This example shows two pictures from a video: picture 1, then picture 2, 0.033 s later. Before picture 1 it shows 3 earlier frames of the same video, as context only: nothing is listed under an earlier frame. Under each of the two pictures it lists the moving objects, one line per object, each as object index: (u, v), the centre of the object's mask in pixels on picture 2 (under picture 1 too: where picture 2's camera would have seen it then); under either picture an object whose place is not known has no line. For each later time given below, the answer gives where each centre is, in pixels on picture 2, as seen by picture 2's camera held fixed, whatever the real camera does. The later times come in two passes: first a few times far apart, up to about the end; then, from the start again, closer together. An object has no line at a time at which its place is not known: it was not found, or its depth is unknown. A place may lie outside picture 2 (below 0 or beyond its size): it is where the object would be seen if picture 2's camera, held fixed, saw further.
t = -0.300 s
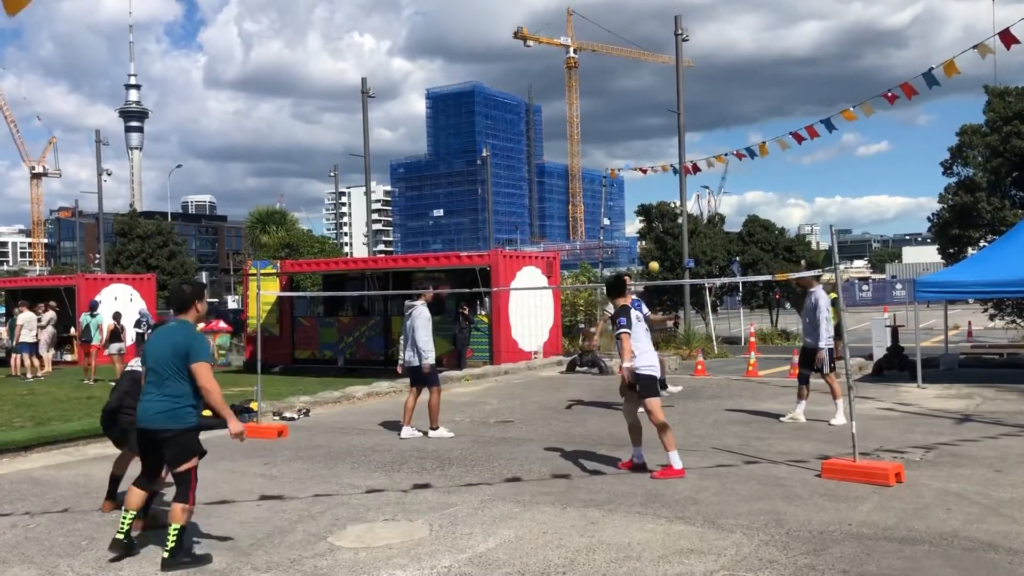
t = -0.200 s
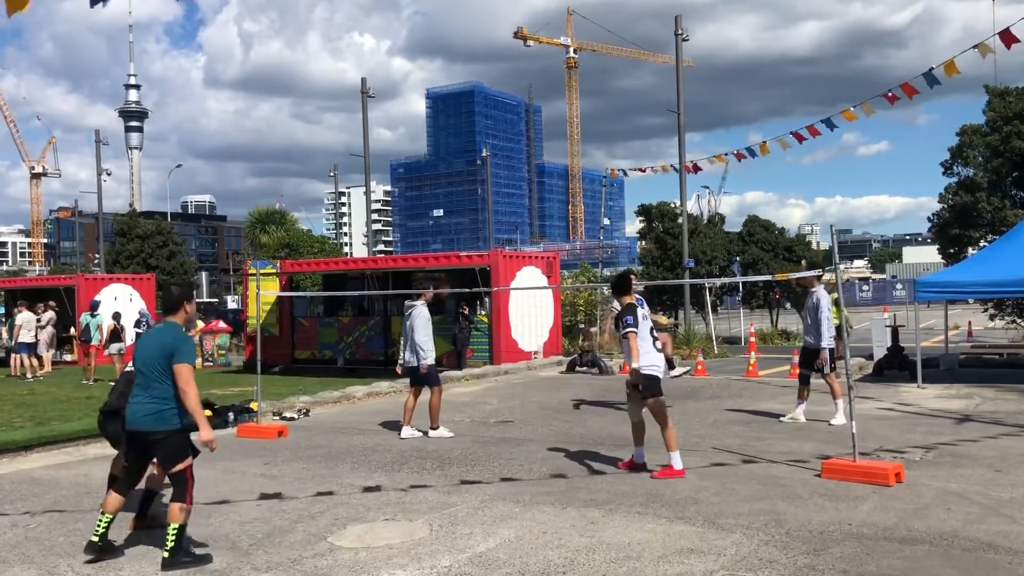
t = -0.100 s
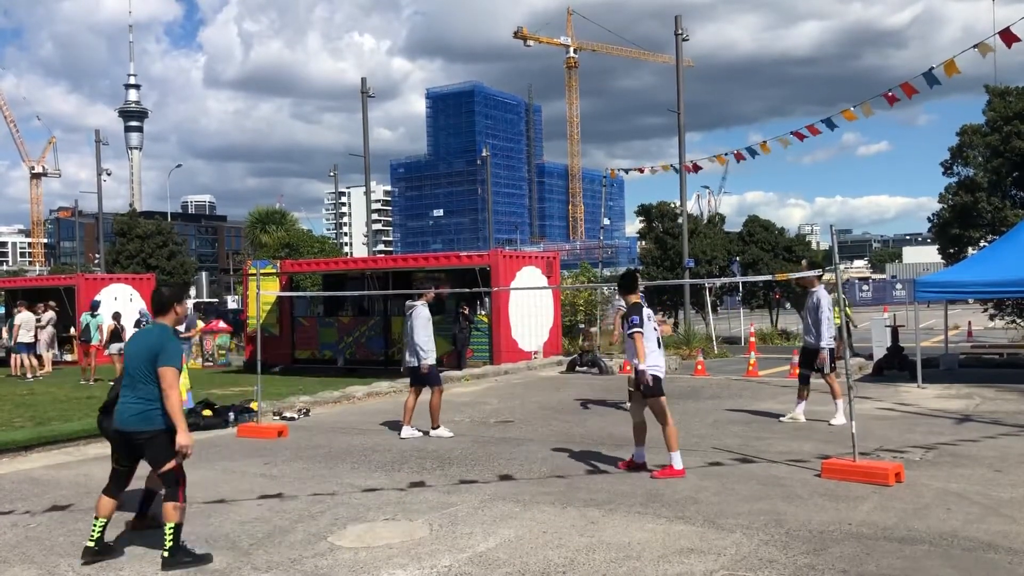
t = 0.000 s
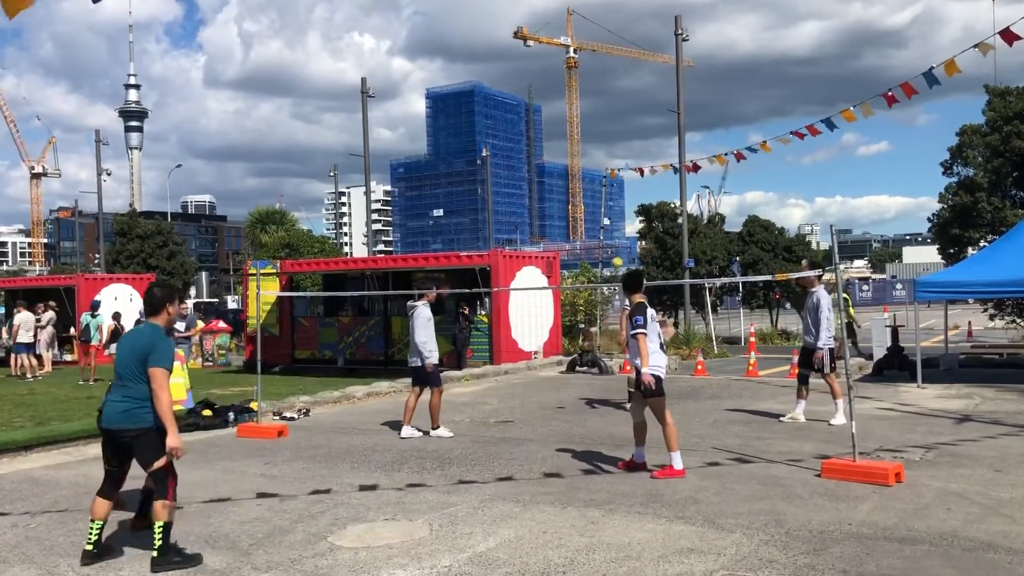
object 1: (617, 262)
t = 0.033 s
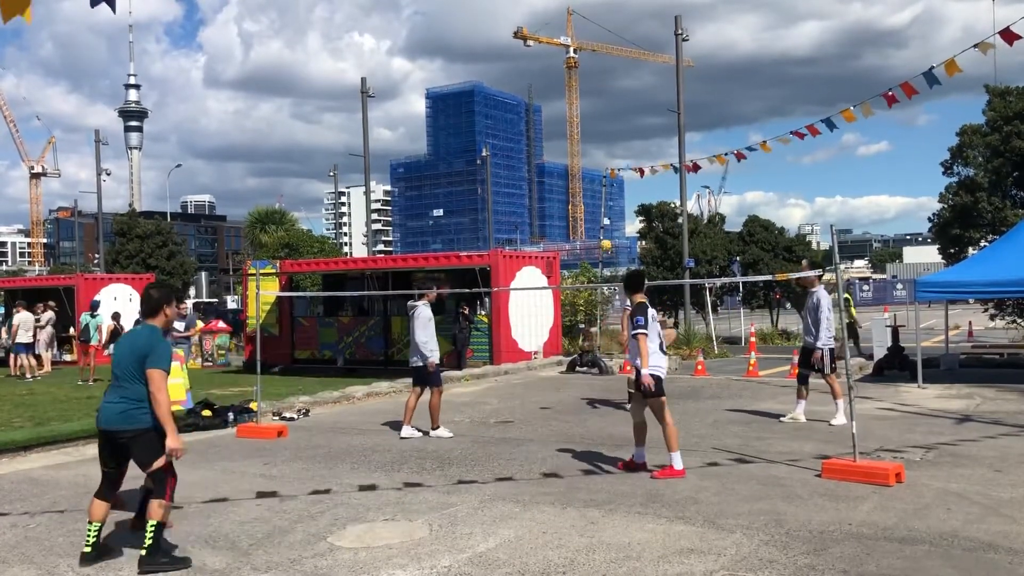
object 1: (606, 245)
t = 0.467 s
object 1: (443, 90)
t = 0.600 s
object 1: (388, 78)
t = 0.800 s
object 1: (301, 97)
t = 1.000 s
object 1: (212, 172)
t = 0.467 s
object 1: (443, 90)
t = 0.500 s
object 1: (429, 85)
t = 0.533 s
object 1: (415, 81)
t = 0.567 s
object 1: (401, 79)
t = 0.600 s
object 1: (388, 78)
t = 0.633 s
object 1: (374, 77)
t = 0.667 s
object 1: (359, 78)
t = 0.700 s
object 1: (345, 81)
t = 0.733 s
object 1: (330, 85)
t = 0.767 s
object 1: (316, 90)
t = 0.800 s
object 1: (301, 97)
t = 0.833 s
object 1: (287, 106)
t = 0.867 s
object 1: (272, 116)
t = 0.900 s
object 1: (257, 127)
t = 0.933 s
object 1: (242, 140)
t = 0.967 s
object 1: (227, 155)
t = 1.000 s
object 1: (212, 172)
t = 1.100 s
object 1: (167, 232)
